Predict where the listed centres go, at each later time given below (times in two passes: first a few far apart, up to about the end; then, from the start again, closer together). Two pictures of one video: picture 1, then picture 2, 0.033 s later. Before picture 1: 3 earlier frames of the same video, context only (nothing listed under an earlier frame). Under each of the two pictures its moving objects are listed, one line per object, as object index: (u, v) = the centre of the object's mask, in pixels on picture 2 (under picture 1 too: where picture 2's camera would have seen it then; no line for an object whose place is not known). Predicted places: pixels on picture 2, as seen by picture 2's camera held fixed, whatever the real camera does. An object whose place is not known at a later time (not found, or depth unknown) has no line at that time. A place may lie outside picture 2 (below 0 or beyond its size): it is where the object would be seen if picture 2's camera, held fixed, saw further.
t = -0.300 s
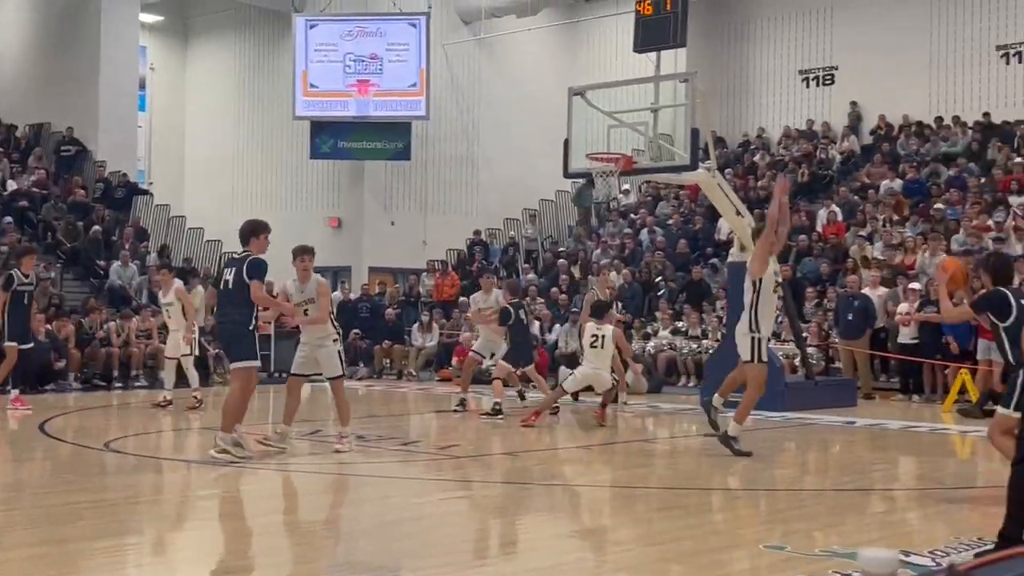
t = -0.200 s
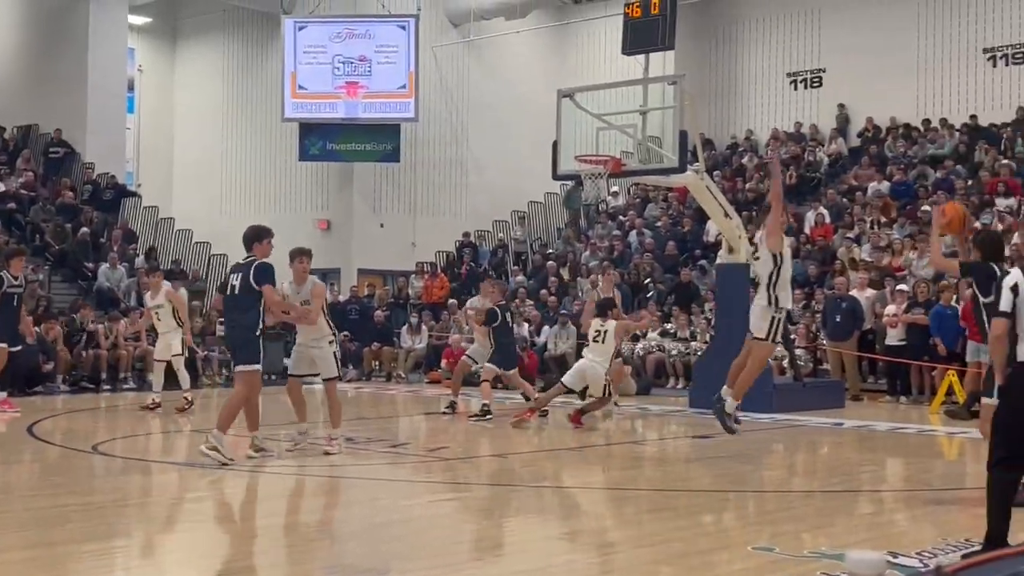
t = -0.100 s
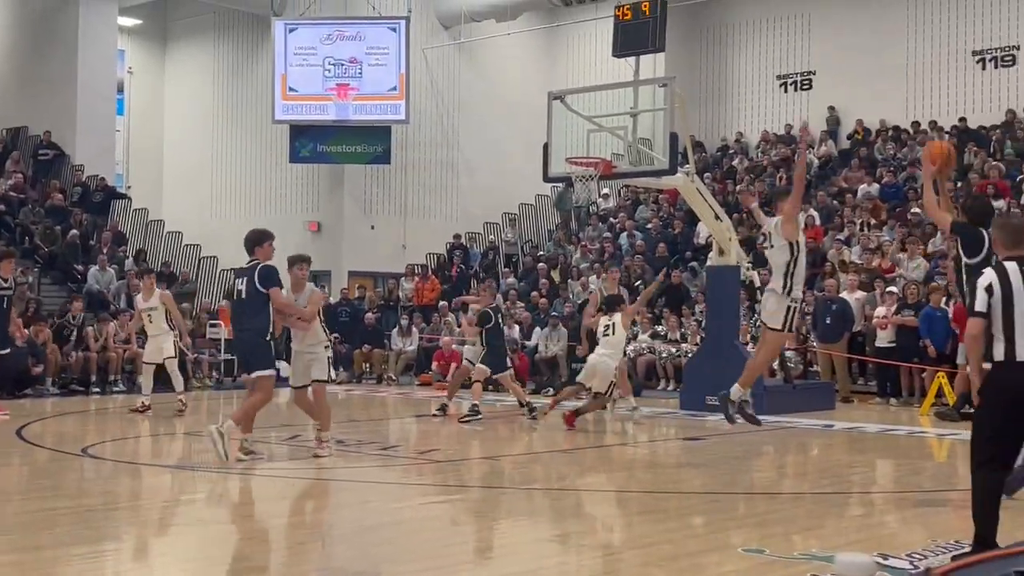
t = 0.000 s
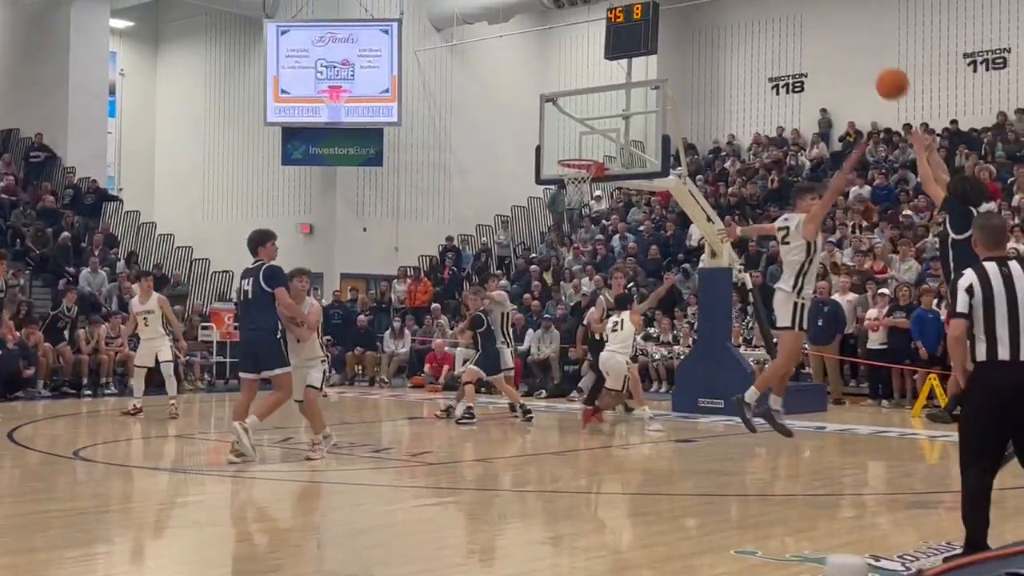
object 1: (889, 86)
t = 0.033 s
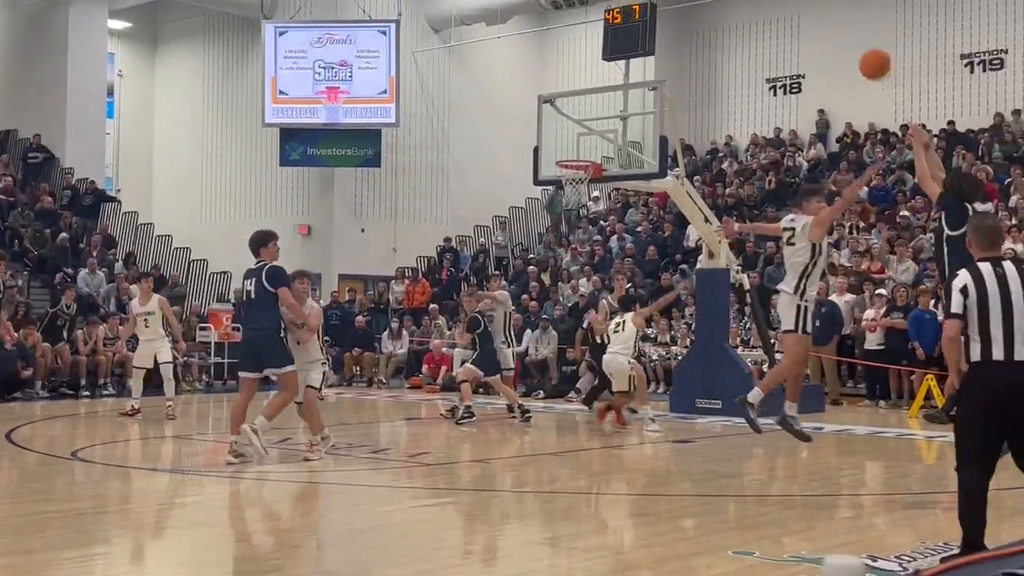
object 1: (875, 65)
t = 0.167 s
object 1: (822, 5)
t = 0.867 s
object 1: (630, 34)
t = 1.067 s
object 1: (590, 117)
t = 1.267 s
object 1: (579, 167)
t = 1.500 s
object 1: (564, 172)
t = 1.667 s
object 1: (570, 184)
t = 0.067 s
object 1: (861, 45)
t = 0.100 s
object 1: (848, 29)
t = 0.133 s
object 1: (835, 14)
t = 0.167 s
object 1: (822, 5)
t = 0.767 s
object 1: (651, 2)
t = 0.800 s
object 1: (645, 12)
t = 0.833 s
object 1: (637, 23)
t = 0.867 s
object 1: (630, 34)
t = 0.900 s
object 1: (623, 46)
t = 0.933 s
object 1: (616, 58)
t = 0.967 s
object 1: (610, 72)
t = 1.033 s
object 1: (596, 101)
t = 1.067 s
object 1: (590, 117)
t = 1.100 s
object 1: (584, 133)
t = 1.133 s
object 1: (579, 149)
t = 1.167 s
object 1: (574, 162)
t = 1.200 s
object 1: (575, 162)
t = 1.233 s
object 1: (576, 164)
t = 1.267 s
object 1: (579, 167)
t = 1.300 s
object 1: (576, 169)
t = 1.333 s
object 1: (573, 170)
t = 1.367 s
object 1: (567, 176)
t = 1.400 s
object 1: (565, 176)
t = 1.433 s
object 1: (564, 174)
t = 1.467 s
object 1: (563, 173)
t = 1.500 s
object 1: (564, 172)
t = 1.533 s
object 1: (564, 173)
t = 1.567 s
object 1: (565, 174)
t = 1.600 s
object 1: (567, 177)
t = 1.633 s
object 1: (568, 181)
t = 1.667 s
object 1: (570, 184)
